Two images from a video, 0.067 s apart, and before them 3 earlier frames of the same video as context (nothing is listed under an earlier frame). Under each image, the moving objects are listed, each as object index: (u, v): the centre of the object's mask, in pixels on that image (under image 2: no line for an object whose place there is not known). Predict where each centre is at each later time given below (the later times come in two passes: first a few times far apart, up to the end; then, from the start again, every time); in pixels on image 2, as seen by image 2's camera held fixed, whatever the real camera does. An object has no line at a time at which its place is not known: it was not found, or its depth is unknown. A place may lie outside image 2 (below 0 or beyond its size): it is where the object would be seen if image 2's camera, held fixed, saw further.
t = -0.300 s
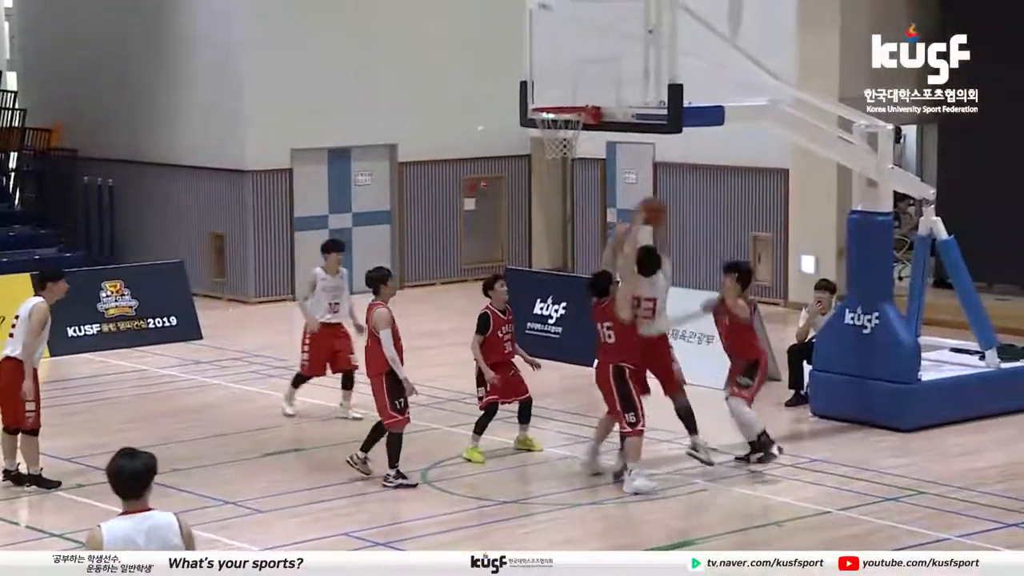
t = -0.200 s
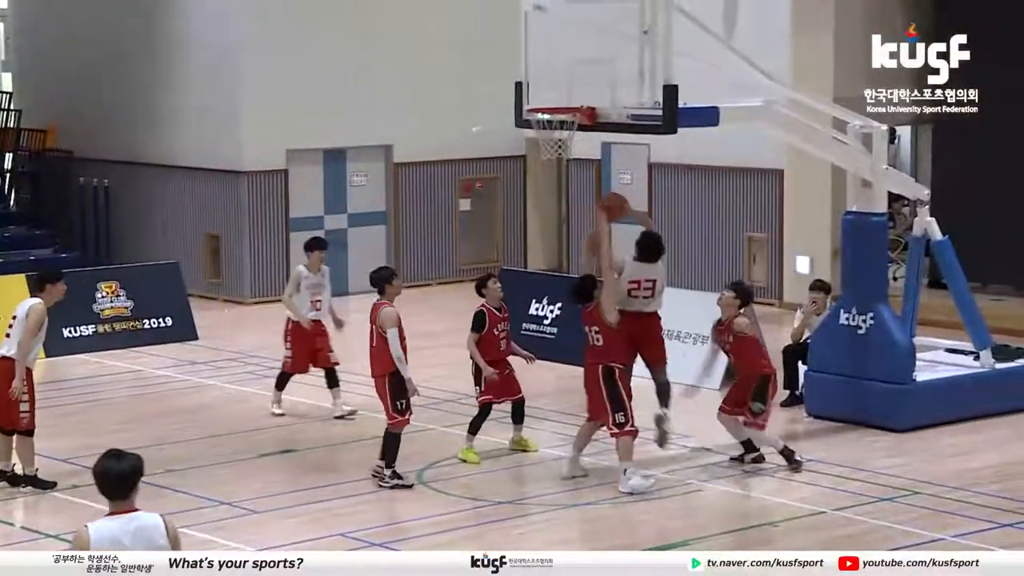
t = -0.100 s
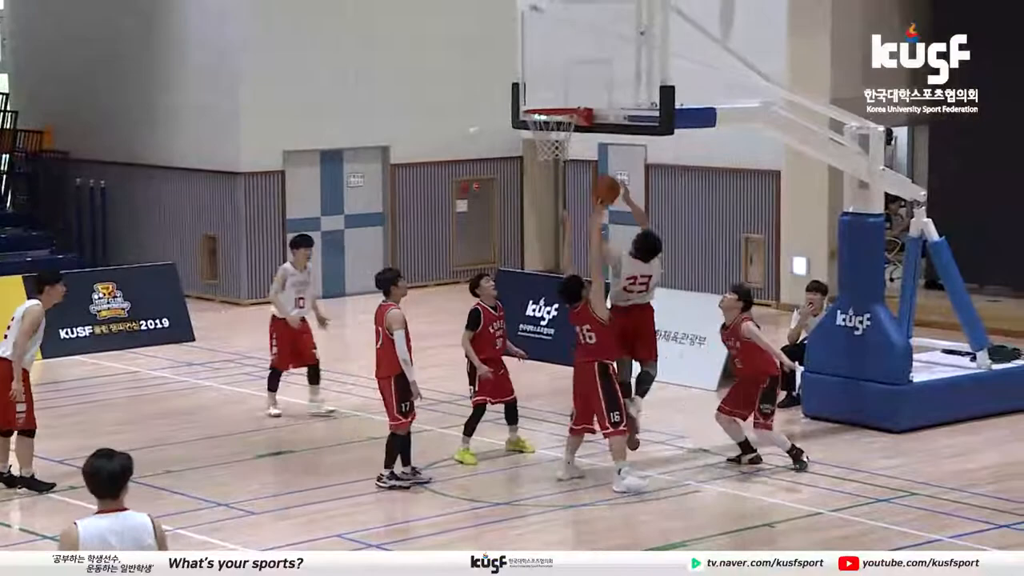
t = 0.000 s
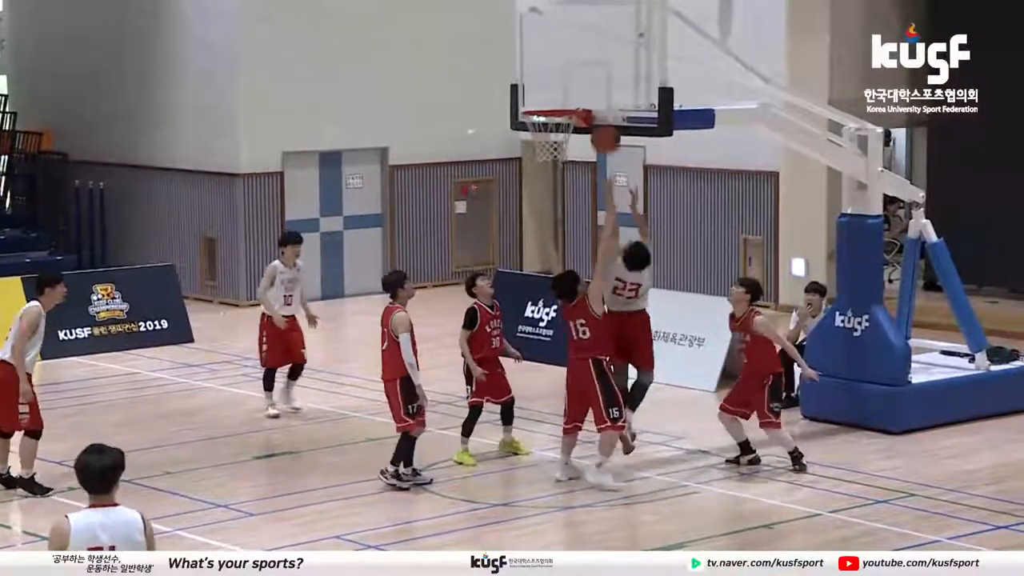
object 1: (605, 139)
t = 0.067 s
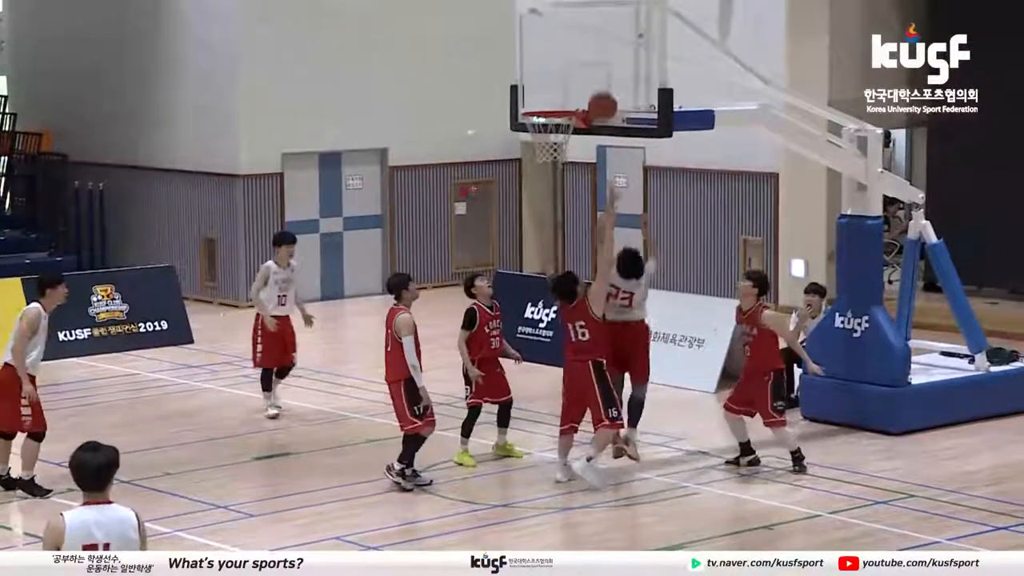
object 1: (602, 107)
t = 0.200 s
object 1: (596, 55)
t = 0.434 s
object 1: (586, 16)
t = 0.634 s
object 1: (577, 35)
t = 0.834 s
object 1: (569, 95)
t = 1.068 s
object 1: (546, 45)
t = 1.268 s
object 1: (527, 53)
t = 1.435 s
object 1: (512, 97)
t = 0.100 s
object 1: (601, 92)
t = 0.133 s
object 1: (599, 78)
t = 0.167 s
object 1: (598, 66)
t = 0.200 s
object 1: (596, 55)
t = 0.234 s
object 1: (595, 45)
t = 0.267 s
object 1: (593, 37)
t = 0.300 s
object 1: (592, 30)
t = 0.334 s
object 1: (590, 25)
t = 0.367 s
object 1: (588, 21)
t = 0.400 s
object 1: (587, 18)
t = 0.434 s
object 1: (586, 16)
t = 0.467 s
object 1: (584, 16)
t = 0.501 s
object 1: (582, 17)
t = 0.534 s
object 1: (581, 20)
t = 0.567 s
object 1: (580, 24)
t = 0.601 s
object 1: (578, 29)
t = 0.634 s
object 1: (577, 35)
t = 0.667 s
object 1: (575, 43)
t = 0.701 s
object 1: (574, 52)
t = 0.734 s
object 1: (572, 63)
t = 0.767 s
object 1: (571, 74)
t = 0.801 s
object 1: (570, 87)
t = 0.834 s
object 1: (569, 95)
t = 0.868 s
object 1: (565, 84)
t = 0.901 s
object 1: (562, 75)
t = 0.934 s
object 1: (559, 66)
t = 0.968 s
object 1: (556, 59)
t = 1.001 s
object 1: (553, 53)
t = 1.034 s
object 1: (549, 49)
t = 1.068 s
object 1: (546, 45)
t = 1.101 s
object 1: (543, 43)
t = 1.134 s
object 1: (540, 43)
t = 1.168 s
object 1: (537, 43)
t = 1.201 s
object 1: (534, 45)
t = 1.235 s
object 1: (530, 49)
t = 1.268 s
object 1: (527, 53)
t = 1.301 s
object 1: (524, 59)
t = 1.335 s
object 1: (521, 66)
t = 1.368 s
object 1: (518, 75)
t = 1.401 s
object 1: (515, 86)
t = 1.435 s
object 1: (512, 97)
